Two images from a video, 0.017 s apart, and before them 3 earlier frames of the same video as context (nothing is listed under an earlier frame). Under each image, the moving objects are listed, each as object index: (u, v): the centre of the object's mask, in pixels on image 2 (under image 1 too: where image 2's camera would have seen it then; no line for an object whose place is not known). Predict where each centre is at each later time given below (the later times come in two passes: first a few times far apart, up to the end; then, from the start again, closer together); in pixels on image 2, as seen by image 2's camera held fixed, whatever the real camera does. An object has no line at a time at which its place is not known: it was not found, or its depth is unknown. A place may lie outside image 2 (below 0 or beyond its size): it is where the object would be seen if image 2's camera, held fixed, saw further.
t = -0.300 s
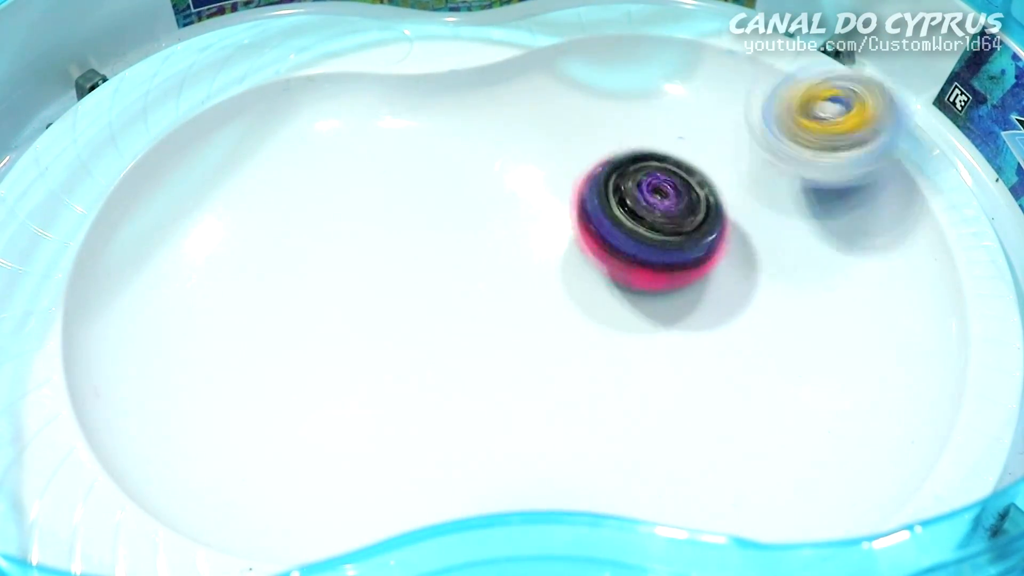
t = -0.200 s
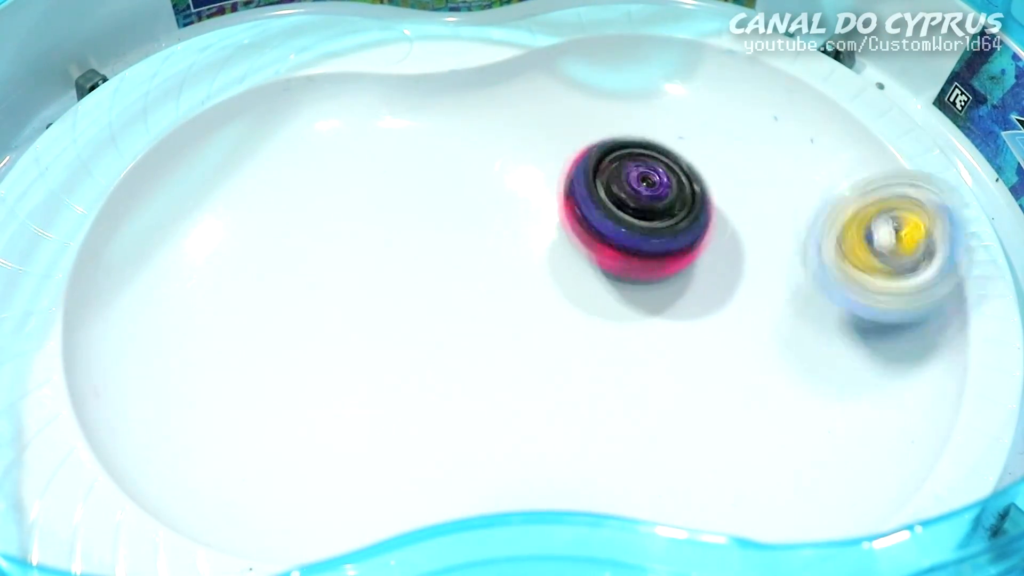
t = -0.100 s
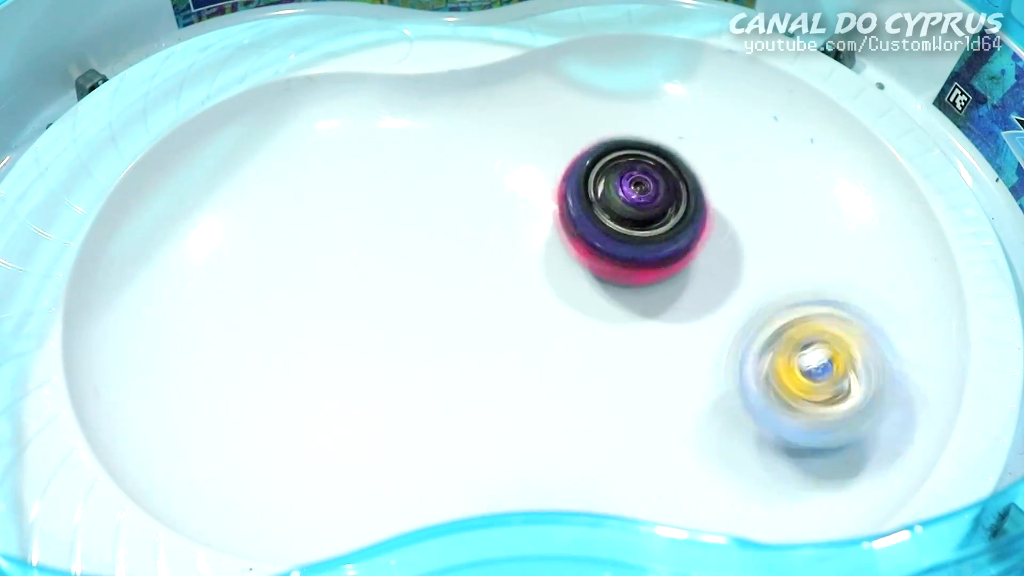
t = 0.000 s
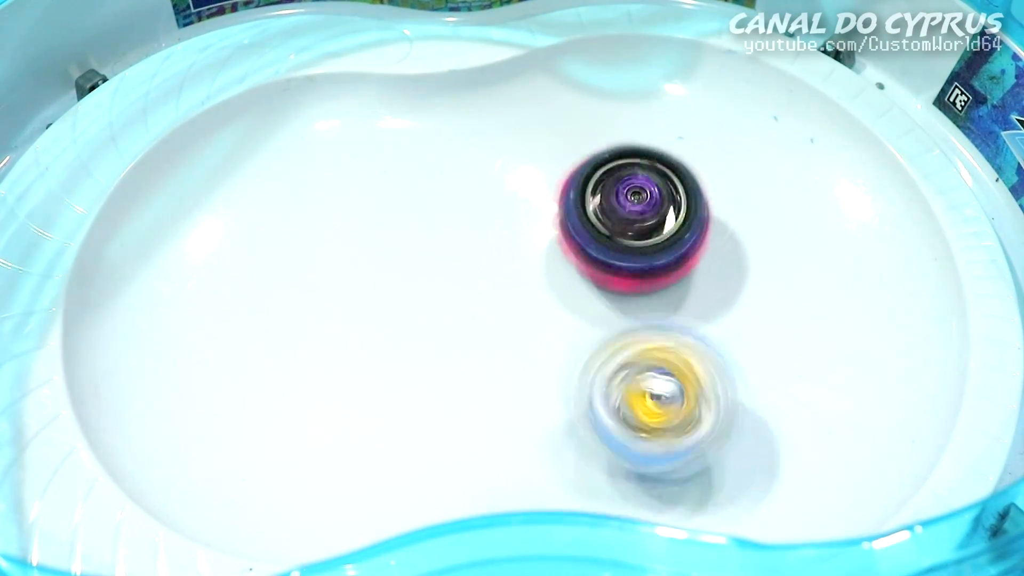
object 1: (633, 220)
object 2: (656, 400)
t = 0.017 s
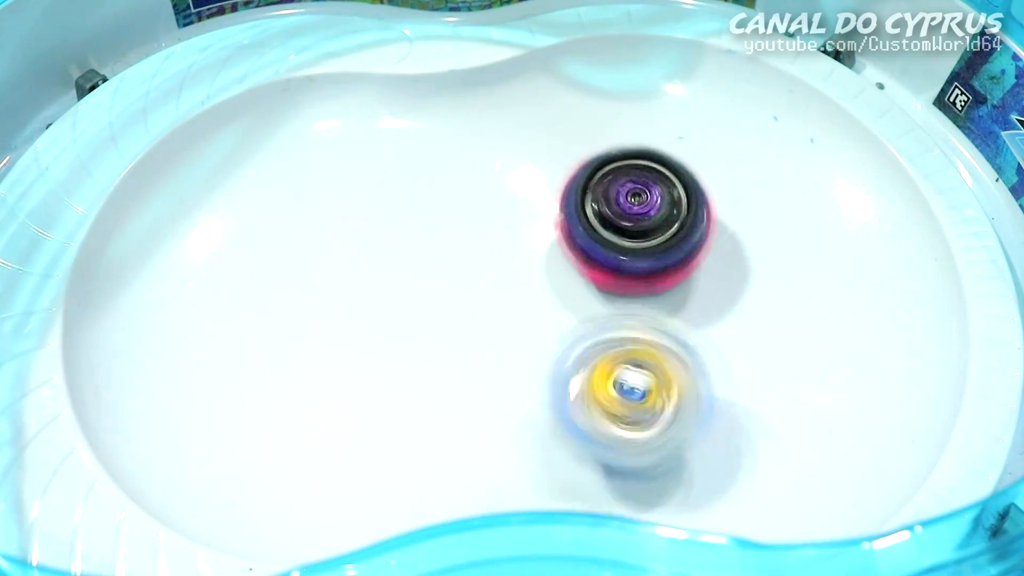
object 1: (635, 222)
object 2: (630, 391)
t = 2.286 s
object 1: (695, 366)
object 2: (470, 373)
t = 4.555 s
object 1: (665, 283)
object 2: (452, 178)
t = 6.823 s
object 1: (673, 262)
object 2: (423, 336)
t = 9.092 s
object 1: (692, 290)
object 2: (526, 336)
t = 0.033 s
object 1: (636, 225)
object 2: (604, 387)
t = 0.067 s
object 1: (637, 230)
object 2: (550, 371)
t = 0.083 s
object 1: (640, 233)
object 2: (520, 370)
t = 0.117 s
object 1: (644, 242)
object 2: (472, 357)
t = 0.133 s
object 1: (646, 246)
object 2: (445, 356)
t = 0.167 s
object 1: (653, 257)
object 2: (405, 341)
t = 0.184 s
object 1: (657, 263)
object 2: (381, 337)
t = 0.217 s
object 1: (664, 274)
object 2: (344, 323)
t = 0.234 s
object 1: (670, 280)
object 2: (325, 318)
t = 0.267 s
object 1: (679, 291)
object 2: (291, 307)
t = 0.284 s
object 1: (684, 296)
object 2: (271, 301)
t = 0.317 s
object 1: (692, 306)
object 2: (245, 284)
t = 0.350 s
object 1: (700, 313)
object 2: (224, 262)
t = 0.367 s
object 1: (703, 316)
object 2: (212, 250)
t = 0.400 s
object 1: (711, 322)
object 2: (202, 225)
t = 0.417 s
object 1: (712, 325)
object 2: (197, 207)
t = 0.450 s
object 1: (715, 329)
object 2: (201, 187)
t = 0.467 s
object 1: (717, 331)
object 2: (207, 176)
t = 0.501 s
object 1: (718, 333)
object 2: (222, 161)
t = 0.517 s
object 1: (718, 334)
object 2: (234, 156)
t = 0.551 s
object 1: (719, 335)
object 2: (256, 149)
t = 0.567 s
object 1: (718, 336)
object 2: (268, 149)
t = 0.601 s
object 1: (715, 336)
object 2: (295, 153)
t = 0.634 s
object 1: (714, 337)
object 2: (318, 167)
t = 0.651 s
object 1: (711, 337)
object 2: (333, 175)
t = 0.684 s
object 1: (706, 336)
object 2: (351, 200)
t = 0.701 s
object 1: (702, 336)
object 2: (366, 211)
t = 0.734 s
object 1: (694, 335)
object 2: (383, 236)
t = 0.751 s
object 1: (689, 335)
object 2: (396, 248)
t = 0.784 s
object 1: (681, 333)
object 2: (412, 274)
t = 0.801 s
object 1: (676, 333)
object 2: (422, 288)
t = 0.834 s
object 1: (664, 331)
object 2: (437, 312)
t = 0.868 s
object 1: (656, 331)
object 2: (451, 336)
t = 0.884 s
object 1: (651, 330)
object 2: (456, 344)
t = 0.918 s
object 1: (642, 328)
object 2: (466, 366)
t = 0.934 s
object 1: (639, 327)
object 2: (468, 373)
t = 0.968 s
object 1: (632, 326)
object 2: (476, 389)
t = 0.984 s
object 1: (629, 325)
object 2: (476, 395)
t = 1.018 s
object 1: (625, 323)
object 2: (480, 406)
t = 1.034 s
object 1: (623, 321)
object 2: (477, 410)
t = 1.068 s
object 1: (619, 317)
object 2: (480, 414)
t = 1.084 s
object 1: (618, 315)
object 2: (478, 417)
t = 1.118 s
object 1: (615, 312)
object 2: (480, 415)
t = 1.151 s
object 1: (613, 307)
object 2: (483, 410)
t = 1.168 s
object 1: (612, 305)
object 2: (481, 406)
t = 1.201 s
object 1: (612, 302)
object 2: (486, 396)
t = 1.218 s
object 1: (613, 299)
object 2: (486, 390)
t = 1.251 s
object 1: (613, 293)
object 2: (493, 373)
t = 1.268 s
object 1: (616, 291)
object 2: (493, 365)
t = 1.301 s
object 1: (622, 286)
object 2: (499, 352)
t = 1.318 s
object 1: (624, 283)
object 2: (494, 346)
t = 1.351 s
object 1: (633, 276)
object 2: (479, 335)
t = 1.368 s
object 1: (638, 271)
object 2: (479, 327)
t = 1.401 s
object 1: (648, 262)
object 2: (475, 316)
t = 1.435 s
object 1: (658, 255)
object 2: (475, 303)
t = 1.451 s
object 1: (662, 251)
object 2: (478, 296)
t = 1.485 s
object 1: (669, 243)
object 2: (480, 283)
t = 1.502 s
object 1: (671, 240)
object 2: (482, 276)
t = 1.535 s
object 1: (676, 234)
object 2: (488, 263)
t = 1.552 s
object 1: (677, 232)
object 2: (491, 256)
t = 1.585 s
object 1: (680, 229)
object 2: (501, 243)
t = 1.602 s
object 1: (681, 228)
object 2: (502, 237)
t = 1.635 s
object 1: (681, 228)
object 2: (513, 227)
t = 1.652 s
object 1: (681, 228)
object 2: (517, 221)
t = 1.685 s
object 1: (681, 228)
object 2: (530, 214)
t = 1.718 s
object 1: (684, 230)
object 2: (538, 207)
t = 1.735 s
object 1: (686, 231)
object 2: (536, 206)
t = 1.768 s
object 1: (687, 234)
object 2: (538, 202)
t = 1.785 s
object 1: (687, 237)
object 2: (540, 199)
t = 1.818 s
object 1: (688, 244)
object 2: (543, 200)
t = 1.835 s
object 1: (690, 247)
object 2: (541, 201)
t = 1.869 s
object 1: (692, 254)
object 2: (540, 204)
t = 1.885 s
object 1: (693, 258)
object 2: (536, 206)
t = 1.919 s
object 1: (693, 268)
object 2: (532, 214)
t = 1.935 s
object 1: (692, 273)
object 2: (530, 217)
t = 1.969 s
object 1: (693, 284)
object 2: (524, 225)
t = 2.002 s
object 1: (693, 297)
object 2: (520, 239)
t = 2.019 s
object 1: (693, 303)
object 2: (523, 244)
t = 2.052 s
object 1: (693, 315)
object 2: (518, 261)
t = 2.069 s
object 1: (695, 322)
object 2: (516, 269)
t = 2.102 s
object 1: (696, 332)
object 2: (512, 288)
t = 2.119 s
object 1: (696, 338)
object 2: (507, 295)
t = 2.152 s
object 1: (696, 346)
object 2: (502, 315)
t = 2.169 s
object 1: (696, 351)
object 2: (500, 322)
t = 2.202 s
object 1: (697, 357)
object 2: (489, 338)
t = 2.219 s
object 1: (696, 359)
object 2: (488, 347)
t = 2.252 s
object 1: (696, 363)
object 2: (478, 359)
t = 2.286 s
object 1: (695, 366)
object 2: (470, 373)
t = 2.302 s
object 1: (695, 366)
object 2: (460, 378)
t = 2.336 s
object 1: (693, 366)
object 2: (447, 389)
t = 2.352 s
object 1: (693, 366)
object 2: (446, 390)
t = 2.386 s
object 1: (690, 365)
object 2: (430, 398)
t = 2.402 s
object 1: (688, 364)
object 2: (424, 401)
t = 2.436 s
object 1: (683, 362)
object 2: (409, 403)
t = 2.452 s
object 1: (682, 361)
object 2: (402, 404)
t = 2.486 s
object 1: (676, 357)
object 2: (393, 402)
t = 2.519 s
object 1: (671, 351)
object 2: (379, 399)
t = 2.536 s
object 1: (668, 349)
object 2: (375, 394)
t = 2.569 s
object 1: (663, 343)
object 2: (365, 385)
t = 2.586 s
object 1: (659, 339)
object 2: (359, 383)
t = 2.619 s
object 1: (652, 332)
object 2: (354, 371)
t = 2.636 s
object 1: (649, 327)
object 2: (352, 363)
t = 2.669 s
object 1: (643, 319)
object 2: (349, 348)
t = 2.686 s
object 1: (640, 315)
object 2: (344, 342)
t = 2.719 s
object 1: (632, 306)
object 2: (343, 328)
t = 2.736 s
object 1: (629, 302)
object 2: (344, 317)
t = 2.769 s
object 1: (624, 295)
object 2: (342, 302)
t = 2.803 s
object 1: (620, 287)
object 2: (343, 285)
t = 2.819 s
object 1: (617, 285)
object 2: (342, 277)
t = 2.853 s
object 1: (613, 278)
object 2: (347, 260)
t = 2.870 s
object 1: (611, 275)
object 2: (347, 253)
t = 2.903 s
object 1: (609, 270)
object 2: (348, 240)
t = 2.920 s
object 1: (607, 268)
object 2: (351, 233)
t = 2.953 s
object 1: (606, 264)
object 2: (354, 220)
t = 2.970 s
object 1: (606, 263)
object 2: (355, 218)
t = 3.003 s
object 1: (609, 263)
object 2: (361, 205)
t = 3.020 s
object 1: (611, 262)
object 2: (367, 201)
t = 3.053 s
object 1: (613, 261)
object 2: (377, 191)
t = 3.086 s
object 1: (618, 259)
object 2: (383, 187)
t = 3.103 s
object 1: (620, 258)
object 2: (388, 189)
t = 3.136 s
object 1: (625, 260)
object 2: (399, 187)
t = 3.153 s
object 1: (628, 262)
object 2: (402, 187)
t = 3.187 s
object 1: (638, 265)
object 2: (415, 190)
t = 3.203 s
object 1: (643, 266)
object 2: (421, 191)
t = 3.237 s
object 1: (652, 268)
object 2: (432, 200)
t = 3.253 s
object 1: (658, 270)
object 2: (433, 203)
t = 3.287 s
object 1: (670, 273)
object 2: (443, 215)
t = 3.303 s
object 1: (675, 274)
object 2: (453, 220)
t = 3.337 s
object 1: (686, 277)
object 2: (462, 231)
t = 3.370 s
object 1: (696, 277)
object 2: (472, 245)
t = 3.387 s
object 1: (699, 277)
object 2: (475, 251)
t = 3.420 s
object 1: (704, 280)
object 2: (484, 266)
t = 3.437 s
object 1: (706, 281)
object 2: (492, 272)
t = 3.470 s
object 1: (710, 282)
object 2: (500, 288)
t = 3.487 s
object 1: (711, 282)
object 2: (507, 296)
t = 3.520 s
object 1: (711, 282)
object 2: (518, 309)
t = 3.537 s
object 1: (710, 284)
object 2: (521, 315)
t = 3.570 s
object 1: (710, 286)
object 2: (532, 328)
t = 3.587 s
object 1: (709, 288)
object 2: (538, 332)
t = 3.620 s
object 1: (706, 289)
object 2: (547, 341)
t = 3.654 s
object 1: (701, 293)
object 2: (554, 346)
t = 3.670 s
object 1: (699, 295)
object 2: (558, 350)
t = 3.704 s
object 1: (696, 296)
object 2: (568, 357)
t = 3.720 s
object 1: (699, 290)
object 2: (567, 365)
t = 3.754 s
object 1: (698, 287)
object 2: (554, 384)
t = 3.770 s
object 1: (699, 286)
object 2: (555, 388)
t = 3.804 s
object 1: (698, 286)
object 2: (545, 395)
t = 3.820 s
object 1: (698, 286)
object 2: (538, 399)
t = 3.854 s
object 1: (695, 287)
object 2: (533, 403)
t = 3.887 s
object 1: (692, 285)
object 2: (527, 403)
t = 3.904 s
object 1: (689, 285)
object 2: (518, 402)
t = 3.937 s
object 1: (688, 282)
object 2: (515, 398)
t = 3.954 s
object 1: (686, 281)
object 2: (512, 396)
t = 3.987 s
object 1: (683, 279)
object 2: (503, 388)
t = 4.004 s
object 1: (679, 279)
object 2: (504, 382)
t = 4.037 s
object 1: (675, 280)
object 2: (500, 368)
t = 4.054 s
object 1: (674, 280)
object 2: (495, 361)
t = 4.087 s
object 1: (669, 279)
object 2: (497, 344)
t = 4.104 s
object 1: (667, 279)
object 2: (493, 335)
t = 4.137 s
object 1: (662, 278)
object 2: (494, 318)
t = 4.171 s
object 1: (658, 281)
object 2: (500, 296)
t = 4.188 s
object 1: (656, 282)
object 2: (501, 286)
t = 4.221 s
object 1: (653, 282)
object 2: (505, 267)
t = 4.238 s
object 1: (653, 282)
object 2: (510, 255)
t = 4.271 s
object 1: (650, 281)
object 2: (506, 237)
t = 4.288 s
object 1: (654, 280)
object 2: (501, 225)
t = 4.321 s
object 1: (658, 282)
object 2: (494, 206)
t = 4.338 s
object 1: (661, 282)
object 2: (487, 197)
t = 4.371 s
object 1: (661, 282)
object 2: (476, 181)
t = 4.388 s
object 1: (662, 282)
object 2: (472, 179)
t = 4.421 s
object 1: (662, 283)
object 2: (465, 165)
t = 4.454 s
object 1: (663, 282)
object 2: (460, 164)
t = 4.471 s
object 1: (663, 281)
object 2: (459, 163)
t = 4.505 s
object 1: (664, 281)
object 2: (454, 165)
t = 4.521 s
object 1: (665, 282)
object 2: (455, 165)
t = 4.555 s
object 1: (665, 283)
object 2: (452, 178)
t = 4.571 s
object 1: (664, 284)
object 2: (449, 182)
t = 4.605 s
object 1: (663, 284)
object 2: (445, 197)
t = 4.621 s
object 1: (662, 285)
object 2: (439, 208)
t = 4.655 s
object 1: (662, 284)
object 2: (436, 227)
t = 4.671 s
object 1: (660, 285)
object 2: (432, 240)
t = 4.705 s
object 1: (660, 285)
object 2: (422, 261)
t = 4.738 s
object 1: (659, 284)
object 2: (418, 286)
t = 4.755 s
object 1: (659, 284)
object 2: (415, 301)
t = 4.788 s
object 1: (660, 283)
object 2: (405, 322)
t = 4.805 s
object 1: (659, 283)
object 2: (408, 337)
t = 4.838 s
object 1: (660, 285)
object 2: (396, 360)
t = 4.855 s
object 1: (660, 285)
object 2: (396, 368)
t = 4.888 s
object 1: (660, 287)
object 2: (389, 394)
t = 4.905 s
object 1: (661, 287)
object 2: (382, 402)
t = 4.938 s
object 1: (660, 287)
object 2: (373, 420)
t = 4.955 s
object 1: (660, 286)
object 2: (364, 429)
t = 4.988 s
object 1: (660, 286)
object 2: (356, 444)
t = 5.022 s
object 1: (660, 285)
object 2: (339, 451)
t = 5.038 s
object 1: (660, 284)
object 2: (331, 455)
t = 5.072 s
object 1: (659, 284)
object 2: (320, 456)
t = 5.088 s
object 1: (660, 284)
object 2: (311, 455)
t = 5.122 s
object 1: (660, 284)
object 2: (298, 449)
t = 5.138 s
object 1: (660, 284)
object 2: (290, 445)
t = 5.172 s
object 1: (660, 283)
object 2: (287, 429)
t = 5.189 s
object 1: (660, 283)
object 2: (279, 422)
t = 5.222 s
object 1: (661, 285)
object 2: (277, 401)
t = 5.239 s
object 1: (662, 285)
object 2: (276, 392)
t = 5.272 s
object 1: (661, 288)
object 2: (280, 367)
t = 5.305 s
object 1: (660, 288)
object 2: (283, 343)
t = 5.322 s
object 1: (660, 289)
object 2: (282, 332)
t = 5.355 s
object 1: (659, 288)
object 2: (290, 304)
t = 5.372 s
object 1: (659, 288)
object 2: (288, 294)
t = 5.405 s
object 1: (659, 287)
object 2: (296, 267)
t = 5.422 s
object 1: (659, 287)
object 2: (297, 255)
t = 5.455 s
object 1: (658, 287)
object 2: (302, 233)
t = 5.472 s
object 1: (658, 287)
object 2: (307, 222)
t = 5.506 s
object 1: (657, 287)
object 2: (311, 202)
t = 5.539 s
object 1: (657, 289)
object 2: (321, 180)
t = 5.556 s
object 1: (657, 289)
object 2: (324, 174)
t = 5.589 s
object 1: (658, 289)
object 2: (329, 157)
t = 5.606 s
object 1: (658, 289)
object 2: (338, 154)
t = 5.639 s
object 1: (658, 290)
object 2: (343, 143)
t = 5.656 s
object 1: (659, 290)
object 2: (349, 142)
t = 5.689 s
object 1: (661, 292)
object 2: (359, 143)
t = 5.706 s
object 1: (661, 292)
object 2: (367, 141)
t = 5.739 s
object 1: (662, 292)
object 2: (375, 146)
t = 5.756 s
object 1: (662, 291)
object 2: (378, 149)
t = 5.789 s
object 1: (660, 289)
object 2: (389, 161)
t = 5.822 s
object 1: (660, 286)
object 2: (391, 176)
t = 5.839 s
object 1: (659, 286)
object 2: (400, 182)
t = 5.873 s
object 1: (659, 284)
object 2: (408, 205)
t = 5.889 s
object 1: (658, 284)
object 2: (410, 211)
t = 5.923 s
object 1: (660, 285)
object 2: (417, 233)
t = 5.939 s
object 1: (662, 287)
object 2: (415, 244)
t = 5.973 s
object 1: (664, 289)
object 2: (426, 267)
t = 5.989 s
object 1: (664, 290)
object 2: (426, 278)
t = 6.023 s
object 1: (662, 289)
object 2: (435, 301)
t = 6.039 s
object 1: (660, 289)
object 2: (440, 314)
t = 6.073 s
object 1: (659, 288)
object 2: (448, 334)
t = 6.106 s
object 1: (660, 286)
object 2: (458, 354)
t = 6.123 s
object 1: (661, 287)
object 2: (460, 362)
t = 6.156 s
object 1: (663, 286)
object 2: (470, 378)
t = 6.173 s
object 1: (664, 287)
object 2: (474, 384)
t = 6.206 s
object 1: (666, 288)
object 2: (481, 394)
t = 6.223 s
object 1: (666, 289)
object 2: (490, 398)
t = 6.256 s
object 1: (666, 291)
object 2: (495, 400)
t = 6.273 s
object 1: (665, 292)
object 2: (501, 403)
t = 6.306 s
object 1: (665, 294)
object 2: (505, 400)
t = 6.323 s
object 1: (664, 294)
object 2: (515, 398)
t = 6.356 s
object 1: (662, 293)
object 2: (517, 389)
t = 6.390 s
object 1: (662, 291)
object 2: (530, 374)
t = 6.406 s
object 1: (664, 290)
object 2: (541, 365)
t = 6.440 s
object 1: (668, 286)
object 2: (546, 352)
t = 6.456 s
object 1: (672, 284)
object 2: (554, 344)
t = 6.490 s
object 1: (676, 282)
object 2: (549, 342)
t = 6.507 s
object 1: (679, 280)
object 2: (556, 339)
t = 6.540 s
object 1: (679, 280)
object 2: (544, 331)
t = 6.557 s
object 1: (681, 277)
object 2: (532, 337)
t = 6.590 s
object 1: (683, 270)
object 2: (516, 341)
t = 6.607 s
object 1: (684, 268)
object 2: (507, 343)
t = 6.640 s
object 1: (686, 264)
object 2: (499, 342)
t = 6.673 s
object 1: (685, 261)
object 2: (480, 340)
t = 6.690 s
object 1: (684, 259)
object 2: (472, 340)
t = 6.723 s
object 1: (682, 256)
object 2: (455, 341)
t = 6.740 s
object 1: (681, 256)
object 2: (445, 344)
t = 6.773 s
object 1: (677, 258)
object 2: (439, 342)
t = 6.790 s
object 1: (675, 258)
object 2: (434, 339)
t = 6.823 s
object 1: (673, 262)
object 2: (423, 336)
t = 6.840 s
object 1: (671, 263)
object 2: (418, 333)
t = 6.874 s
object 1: (667, 268)
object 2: (399, 332)
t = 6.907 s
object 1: (667, 275)
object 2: (395, 332)
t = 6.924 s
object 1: (667, 279)
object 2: (388, 329)
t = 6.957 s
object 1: (669, 286)
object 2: (386, 326)
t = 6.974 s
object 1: (670, 290)
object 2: (382, 323)
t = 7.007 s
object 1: (673, 295)
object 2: (368, 318)
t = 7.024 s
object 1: (675, 299)
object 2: (367, 317)
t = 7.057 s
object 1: (678, 305)
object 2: (359, 315)
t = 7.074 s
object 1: (680, 308)
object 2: (352, 315)
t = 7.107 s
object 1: (684, 314)
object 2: (354, 311)
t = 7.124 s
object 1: (686, 316)
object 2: (350, 305)
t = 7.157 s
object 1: (690, 319)
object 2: (347, 301)
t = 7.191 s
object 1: (693, 321)
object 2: (338, 298)
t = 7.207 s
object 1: (694, 323)
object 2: (331, 299)
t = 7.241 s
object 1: (694, 324)
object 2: (332, 296)
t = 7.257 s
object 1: (694, 324)
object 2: (328, 292)
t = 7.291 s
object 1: (694, 325)
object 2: (332, 292)
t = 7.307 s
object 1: (693, 325)
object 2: (331, 289)
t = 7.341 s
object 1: (690, 325)
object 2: (321, 287)
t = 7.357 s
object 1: (688, 325)
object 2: (323, 287)
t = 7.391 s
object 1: (685, 325)
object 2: (317, 286)
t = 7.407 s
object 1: (682, 327)
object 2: (315, 291)
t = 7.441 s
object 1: (677, 326)
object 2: (321, 287)
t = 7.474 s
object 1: (673, 326)
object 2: (315, 285)
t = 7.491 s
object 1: (672, 326)
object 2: (319, 285)
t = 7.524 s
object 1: (674, 327)
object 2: (314, 286)
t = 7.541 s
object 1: (675, 328)
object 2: (312, 289)
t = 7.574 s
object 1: (674, 327)
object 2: (321, 289)
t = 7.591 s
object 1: (673, 326)
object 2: (319, 286)
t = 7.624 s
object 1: (672, 326)
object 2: (323, 288)
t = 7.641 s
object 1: (672, 326)
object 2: (323, 287)
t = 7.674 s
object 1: (672, 326)
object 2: (320, 290)
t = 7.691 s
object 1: (672, 326)
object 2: (325, 290)
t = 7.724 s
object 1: (674, 327)
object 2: (327, 289)
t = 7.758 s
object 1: (675, 327)
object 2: (333, 293)
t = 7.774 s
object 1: (677, 327)
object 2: (337, 291)
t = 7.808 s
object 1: (677, 325)
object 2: (338, 290)
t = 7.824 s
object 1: (678, 325)
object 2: (348, 291)
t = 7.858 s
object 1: (677, 324)
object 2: (348, 289)
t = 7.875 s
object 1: (677, 323)
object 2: (346, 288)
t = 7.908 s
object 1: (675, 322)
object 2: (357, 288)
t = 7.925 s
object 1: (674, 323)
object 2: (357, 287)
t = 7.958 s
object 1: (674, 322)
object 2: (366, 287)
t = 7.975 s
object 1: (675, 323)
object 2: (374, 283)
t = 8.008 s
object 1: (677, 324)
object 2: (375, 279)
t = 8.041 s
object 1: (677, 323)
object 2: (385, 278)
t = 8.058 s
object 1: (675, 324)
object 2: (388, 278)
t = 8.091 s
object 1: (672, 324)
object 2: (395, 276)
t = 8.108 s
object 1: (672, 324)
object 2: (406, 272)
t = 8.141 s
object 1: (671, 325)
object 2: (412, 266)
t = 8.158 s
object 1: (671, 324)
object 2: (416, 264)
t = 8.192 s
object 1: (671, 320)
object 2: (427, 264)
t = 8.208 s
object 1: (671, 320)
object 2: (431, 261)
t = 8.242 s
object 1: (670, 319)
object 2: (447, 257)
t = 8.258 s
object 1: (669, 318)
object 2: (453, 255)
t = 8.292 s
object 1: (667, 317)
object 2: (463, 250)
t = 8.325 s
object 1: (666, 317)
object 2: (477, 249)
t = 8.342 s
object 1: (666, 317)
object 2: (482, 246)
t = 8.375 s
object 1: (666, 316)
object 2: (498, 245)
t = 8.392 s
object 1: (665, 316)
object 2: (505, 244)
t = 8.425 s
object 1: (664, 315)
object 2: (517, 242)
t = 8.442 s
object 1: (664, 314)
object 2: (528, 241)
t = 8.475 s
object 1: (675, 315)
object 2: (519, 235)
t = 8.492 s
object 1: (681, 316)
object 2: (513, 233)
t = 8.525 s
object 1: (687, 316)
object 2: (510, 236)
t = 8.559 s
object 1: (694, 315)
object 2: (507, 233)
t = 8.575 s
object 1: (698, 314)
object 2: (510, 236)
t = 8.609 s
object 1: (700, 313)
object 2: (514, 234)
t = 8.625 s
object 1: (701, 313)
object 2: (515, 235)
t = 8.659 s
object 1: (701, 313)
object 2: (516, 240)
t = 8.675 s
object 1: (700, 314)
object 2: (513, 240)
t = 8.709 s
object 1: (697, 315)
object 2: (507, 245)
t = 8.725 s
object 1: (697, 314)
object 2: (509, 252)
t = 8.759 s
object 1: (696, 315)
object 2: (517, 261)
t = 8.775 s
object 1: (695, 316)
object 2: (516, 266)
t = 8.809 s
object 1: (692, 317)
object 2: (526, 285)
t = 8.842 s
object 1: (694, 318)
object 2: (537, 297)
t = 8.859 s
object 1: (697, 319)
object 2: (534, 301)
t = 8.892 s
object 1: (702, 316)
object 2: (534, 313)
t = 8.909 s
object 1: (708, 313)
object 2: (531, 318)
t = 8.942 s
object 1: (712, 308)
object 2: (524, 322)
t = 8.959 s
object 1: (712, 306)
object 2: (521, 324)
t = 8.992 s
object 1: (711, 301)
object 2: (516, 330)
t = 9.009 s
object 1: (710, 299)
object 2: (517, 334)
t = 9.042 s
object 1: (704, 294)
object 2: (522, 338)
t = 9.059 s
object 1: (701, 293)
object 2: (524, 338)
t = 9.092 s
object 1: (692, 290)
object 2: (526, 336)
